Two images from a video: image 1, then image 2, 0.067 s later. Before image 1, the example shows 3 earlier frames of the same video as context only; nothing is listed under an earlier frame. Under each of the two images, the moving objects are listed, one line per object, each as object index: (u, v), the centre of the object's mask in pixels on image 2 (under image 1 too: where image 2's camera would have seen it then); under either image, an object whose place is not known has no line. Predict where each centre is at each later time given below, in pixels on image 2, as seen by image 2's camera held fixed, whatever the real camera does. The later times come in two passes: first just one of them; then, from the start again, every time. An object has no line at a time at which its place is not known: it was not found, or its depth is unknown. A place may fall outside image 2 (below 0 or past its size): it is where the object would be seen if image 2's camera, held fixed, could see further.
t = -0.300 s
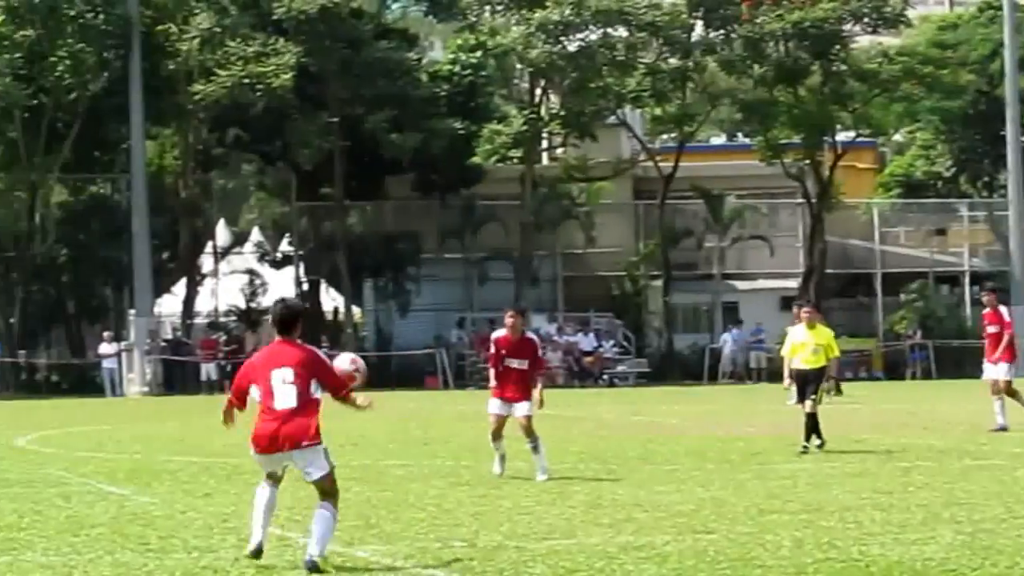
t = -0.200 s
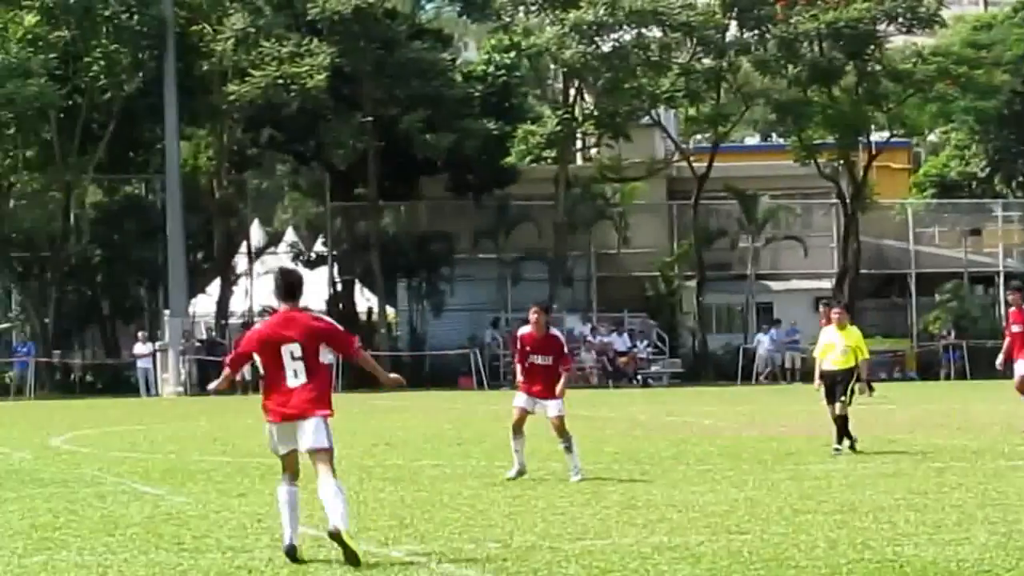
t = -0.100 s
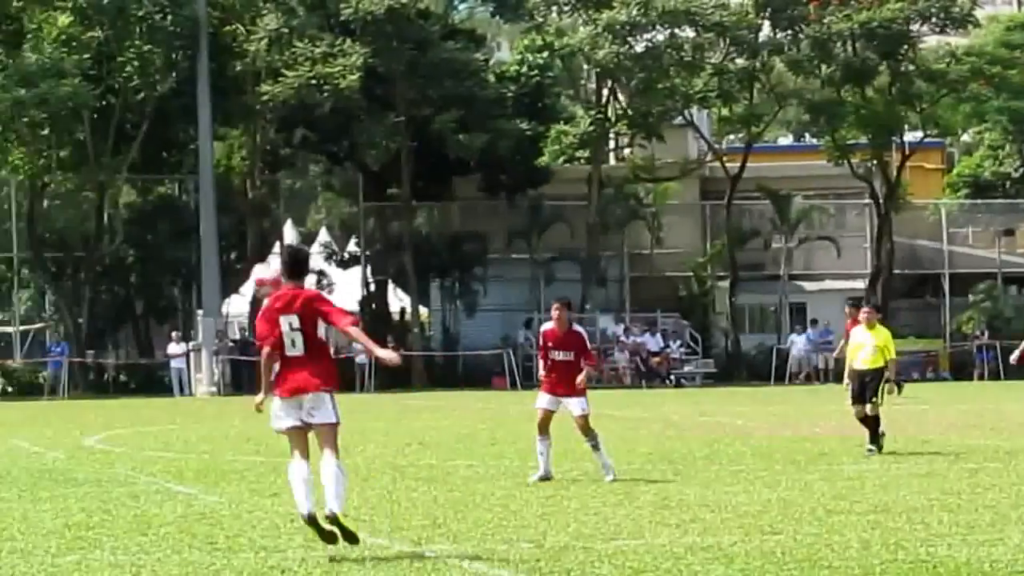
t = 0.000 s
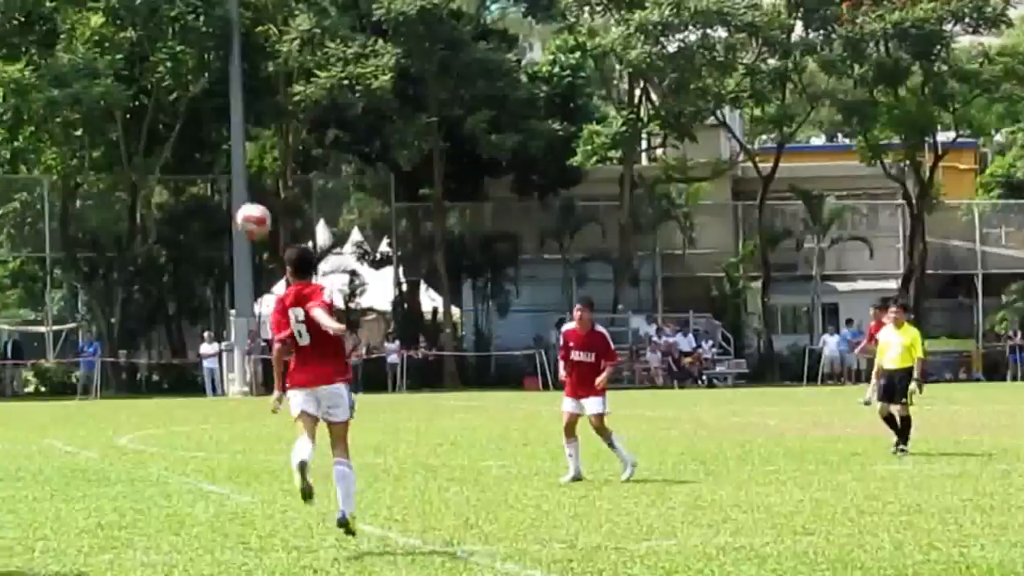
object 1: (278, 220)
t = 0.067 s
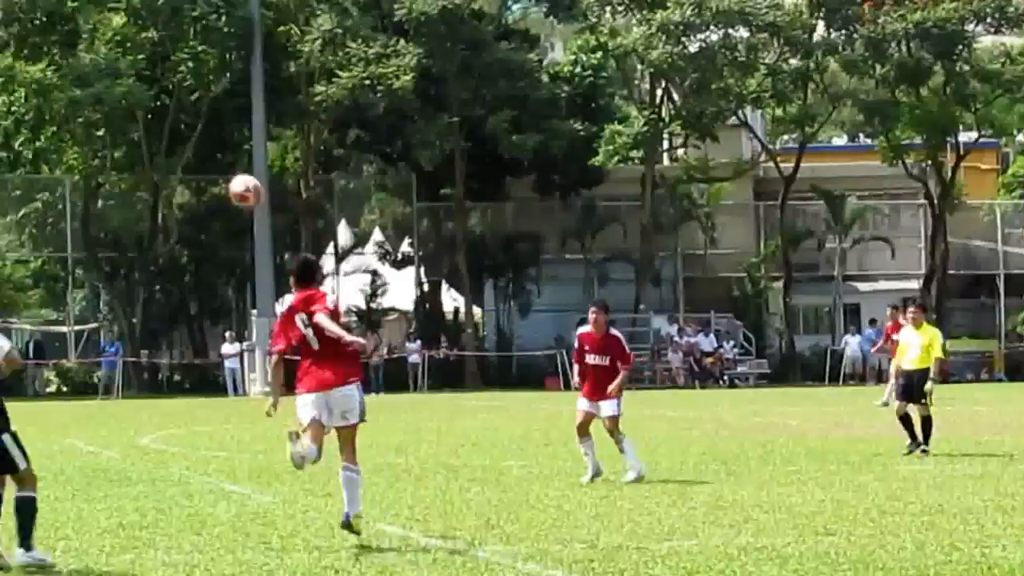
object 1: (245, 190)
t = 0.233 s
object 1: (175, 150)
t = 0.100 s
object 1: (231, 179)
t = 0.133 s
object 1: (217, 169)
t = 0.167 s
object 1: (202, 162)
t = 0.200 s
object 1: (188, 155)
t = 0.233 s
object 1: (175, 150)
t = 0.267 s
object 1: (161, 148)
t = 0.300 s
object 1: (148, 146)
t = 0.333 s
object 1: (135, 145)
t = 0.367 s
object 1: (122, 146)
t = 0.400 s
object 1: (109, 149)
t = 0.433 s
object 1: (97, 152)
